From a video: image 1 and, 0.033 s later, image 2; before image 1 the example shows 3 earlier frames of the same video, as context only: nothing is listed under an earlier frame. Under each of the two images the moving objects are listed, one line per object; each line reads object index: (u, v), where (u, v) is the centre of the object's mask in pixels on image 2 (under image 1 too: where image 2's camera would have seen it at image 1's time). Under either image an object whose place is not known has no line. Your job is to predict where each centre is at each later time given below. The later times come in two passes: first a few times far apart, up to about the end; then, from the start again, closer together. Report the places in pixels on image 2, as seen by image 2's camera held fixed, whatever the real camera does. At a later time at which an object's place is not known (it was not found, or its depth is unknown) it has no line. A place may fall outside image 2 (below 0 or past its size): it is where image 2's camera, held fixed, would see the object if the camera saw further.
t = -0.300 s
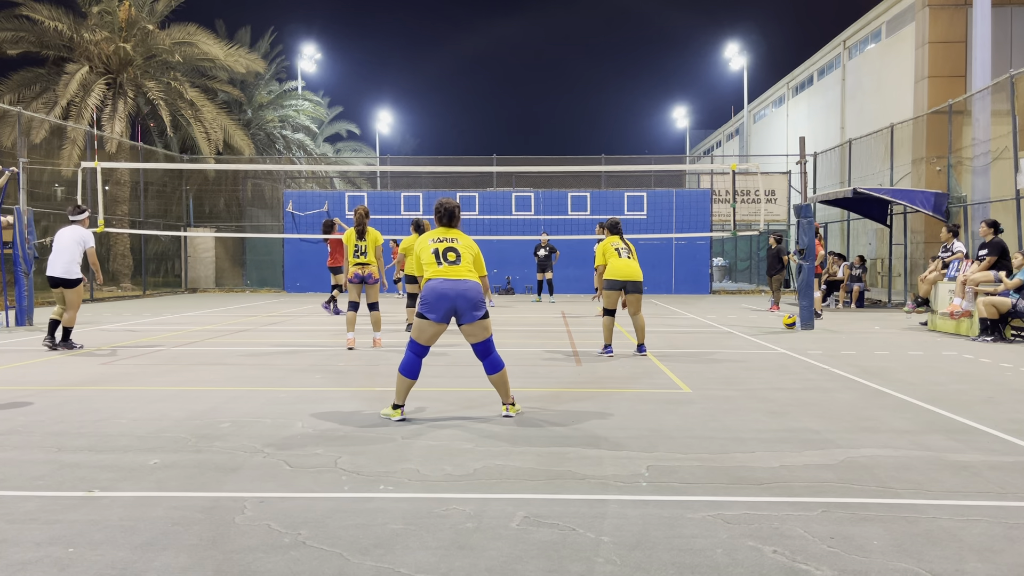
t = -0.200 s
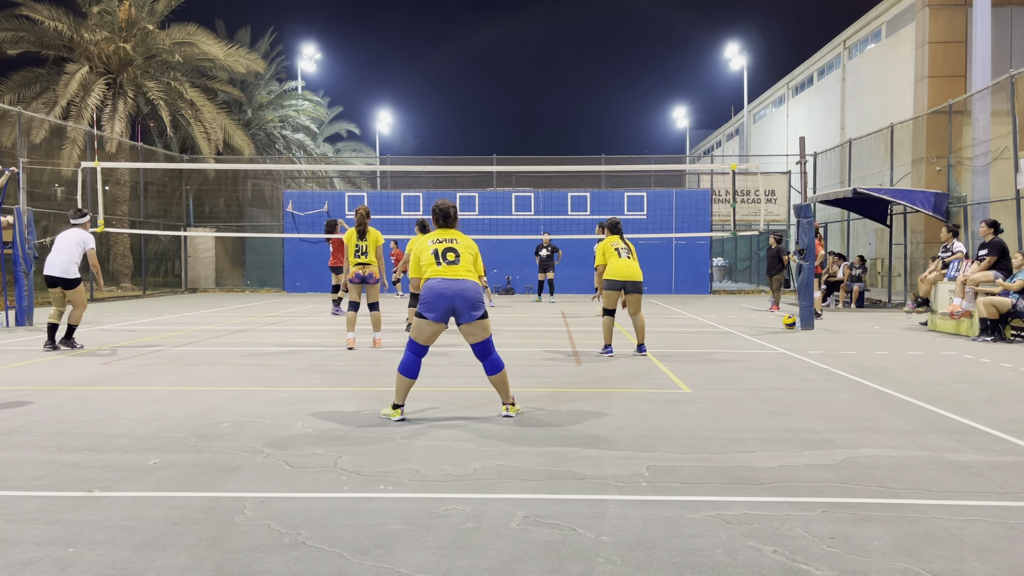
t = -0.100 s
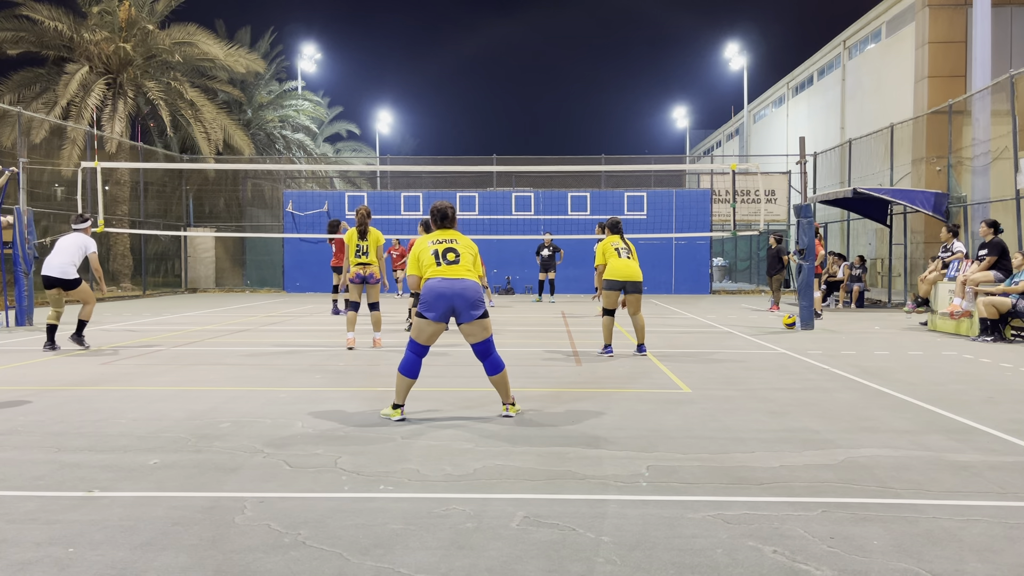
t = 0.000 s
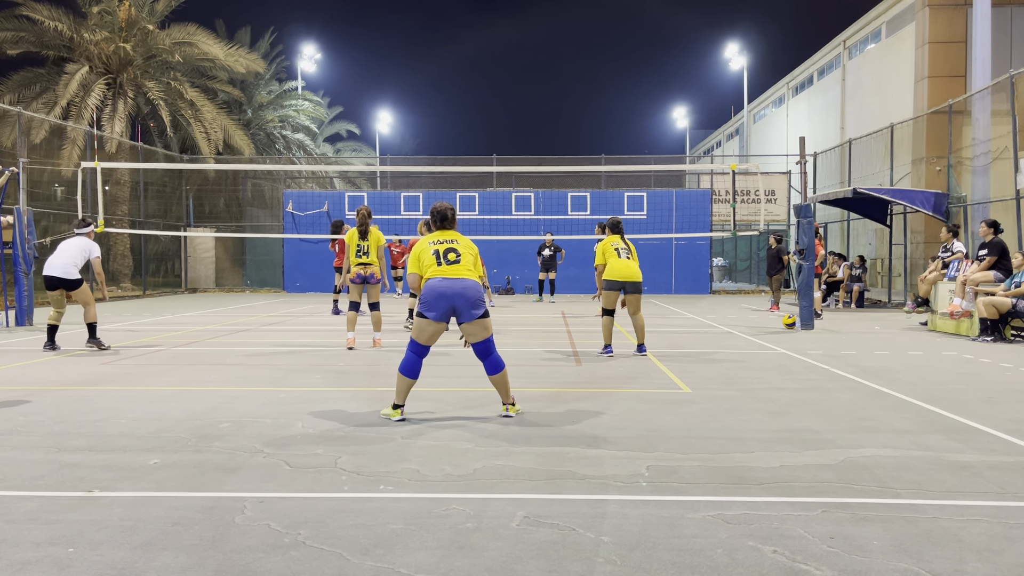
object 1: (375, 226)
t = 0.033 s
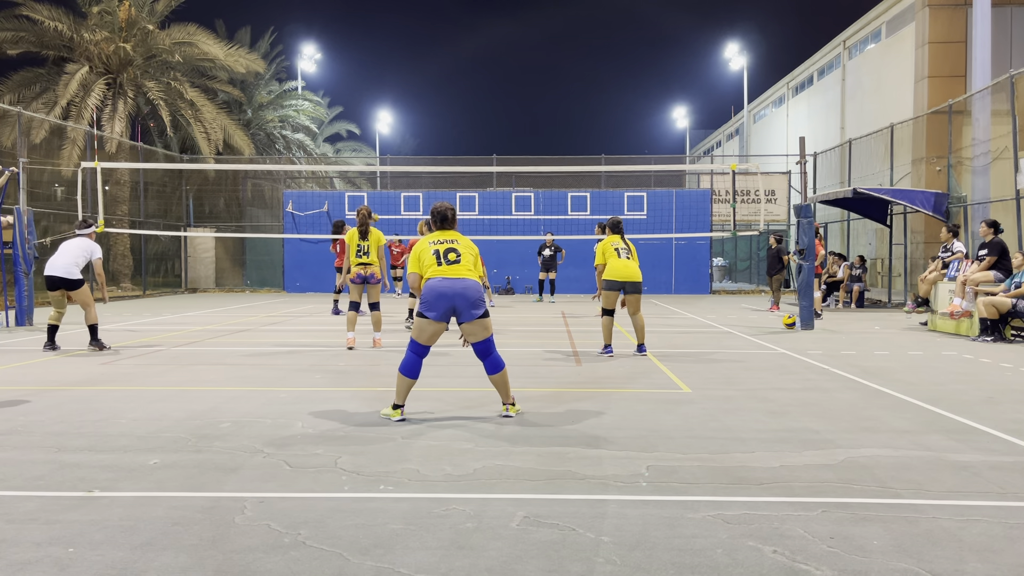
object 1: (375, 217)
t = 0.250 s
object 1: (376, 152)
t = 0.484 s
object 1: (379, 95)
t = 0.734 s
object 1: (386, 59)
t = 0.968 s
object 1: (396, 57)
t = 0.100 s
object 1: (373, 197)
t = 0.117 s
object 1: (373, 191)
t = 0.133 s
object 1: (374, 186)
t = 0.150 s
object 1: (374, 182)
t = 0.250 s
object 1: (376, 152)
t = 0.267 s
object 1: (376, 148)
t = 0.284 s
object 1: (376, 143)
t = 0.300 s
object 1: (376, 139)
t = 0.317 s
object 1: (376, 135)
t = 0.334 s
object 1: (376, 131)
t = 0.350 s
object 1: (376, 126)
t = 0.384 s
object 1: (376, 116)
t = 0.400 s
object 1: (376, 112)
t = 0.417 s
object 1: (377, 108)
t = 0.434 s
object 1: (378, 105)
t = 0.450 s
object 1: (378, 102)
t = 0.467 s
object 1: (379, 99)
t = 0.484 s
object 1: (379, 95)
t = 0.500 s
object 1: (379, 92)
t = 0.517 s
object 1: (380, 89)
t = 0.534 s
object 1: (380, 86)
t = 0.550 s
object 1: (381, 83)
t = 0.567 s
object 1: (381, 80)
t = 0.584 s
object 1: (381, 78)
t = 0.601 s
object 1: (382, 75)
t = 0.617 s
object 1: (382, 73)
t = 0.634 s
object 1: (383, 70)
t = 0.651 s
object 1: (383, 68)
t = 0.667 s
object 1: (384, 66)
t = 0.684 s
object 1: (384, 64)
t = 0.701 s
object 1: (385, 62)
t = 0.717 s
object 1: (386, 61)
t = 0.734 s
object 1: (386, 59)
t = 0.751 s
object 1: (387, 58)
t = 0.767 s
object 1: (388, 56)
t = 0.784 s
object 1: (388, 55)
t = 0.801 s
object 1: (389, 54)
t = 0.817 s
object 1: (390, 54)
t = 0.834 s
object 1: (390, 53)
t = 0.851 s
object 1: (391, 53)
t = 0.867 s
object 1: (391, 53)
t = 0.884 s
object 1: (392, 53)
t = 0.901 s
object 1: (393, 53)
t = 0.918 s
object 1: (394, 54)
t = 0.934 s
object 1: (394, 54)
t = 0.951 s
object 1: (395, 55)
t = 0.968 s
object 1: (396, 57)
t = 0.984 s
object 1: (397, 58)
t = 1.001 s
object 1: (398, 60)
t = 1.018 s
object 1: (399, 62)
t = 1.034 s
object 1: (400, 64)
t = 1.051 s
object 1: (401, 67)
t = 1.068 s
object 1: (402, 69)
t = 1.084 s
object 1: (404, 72)
